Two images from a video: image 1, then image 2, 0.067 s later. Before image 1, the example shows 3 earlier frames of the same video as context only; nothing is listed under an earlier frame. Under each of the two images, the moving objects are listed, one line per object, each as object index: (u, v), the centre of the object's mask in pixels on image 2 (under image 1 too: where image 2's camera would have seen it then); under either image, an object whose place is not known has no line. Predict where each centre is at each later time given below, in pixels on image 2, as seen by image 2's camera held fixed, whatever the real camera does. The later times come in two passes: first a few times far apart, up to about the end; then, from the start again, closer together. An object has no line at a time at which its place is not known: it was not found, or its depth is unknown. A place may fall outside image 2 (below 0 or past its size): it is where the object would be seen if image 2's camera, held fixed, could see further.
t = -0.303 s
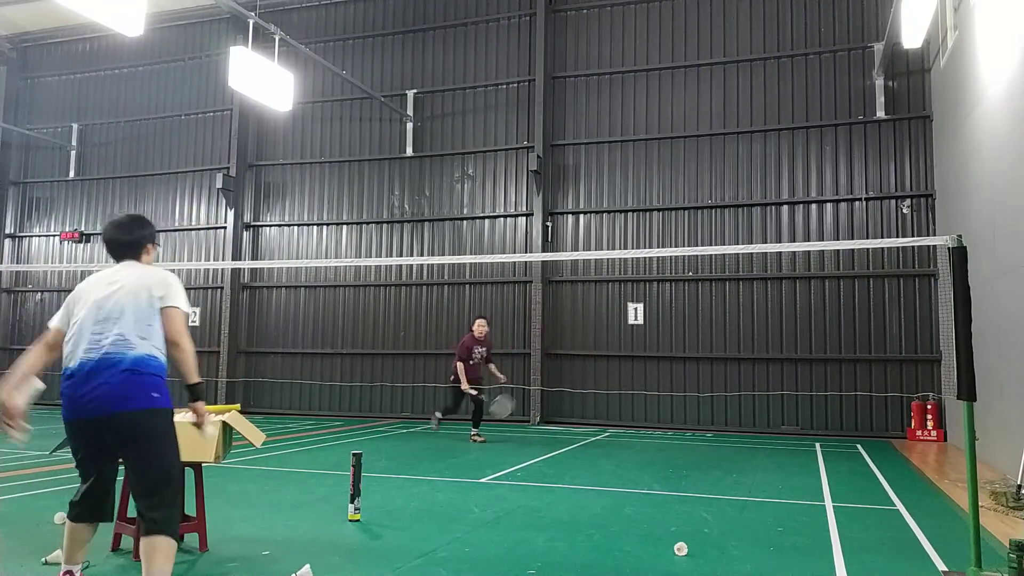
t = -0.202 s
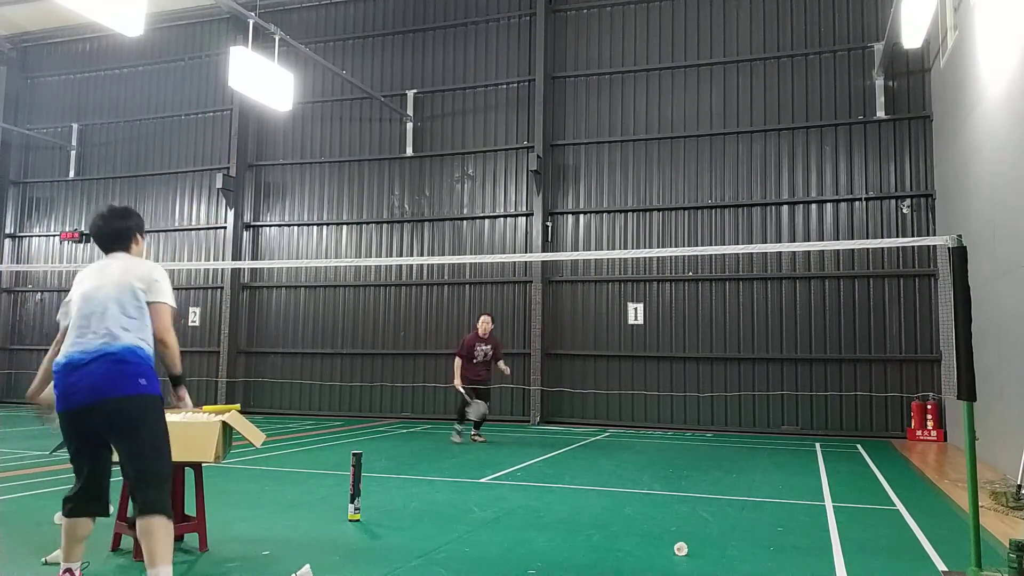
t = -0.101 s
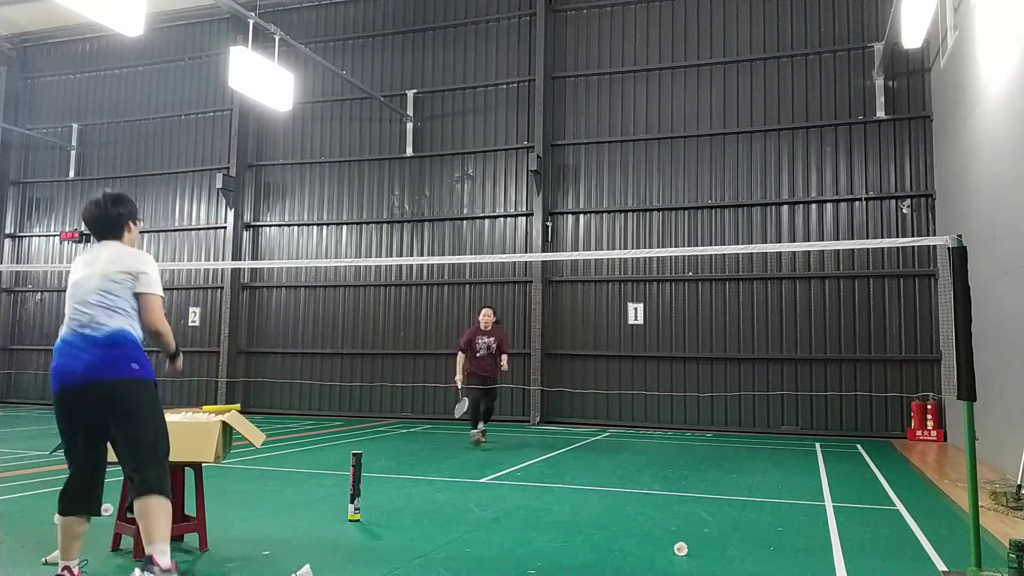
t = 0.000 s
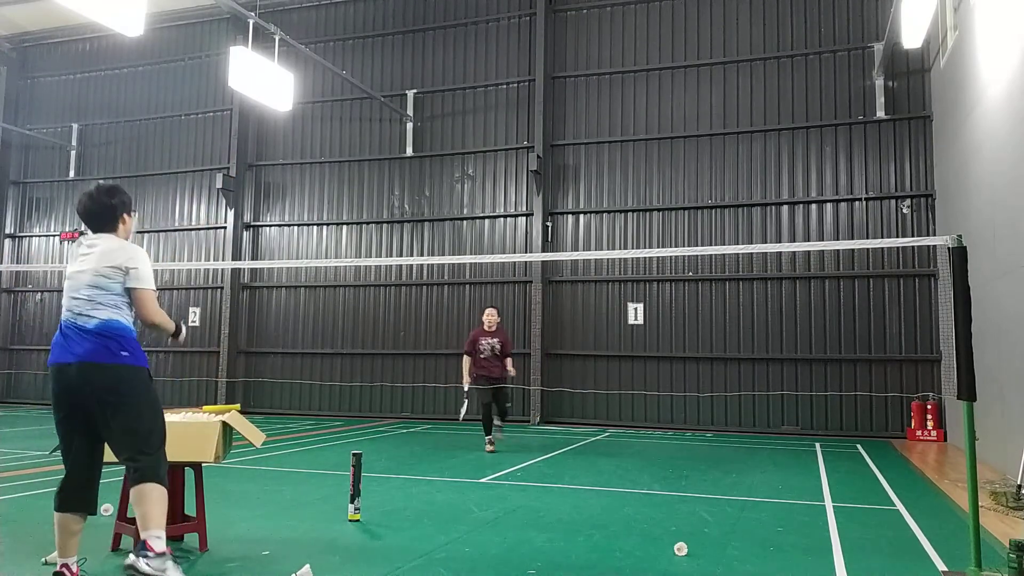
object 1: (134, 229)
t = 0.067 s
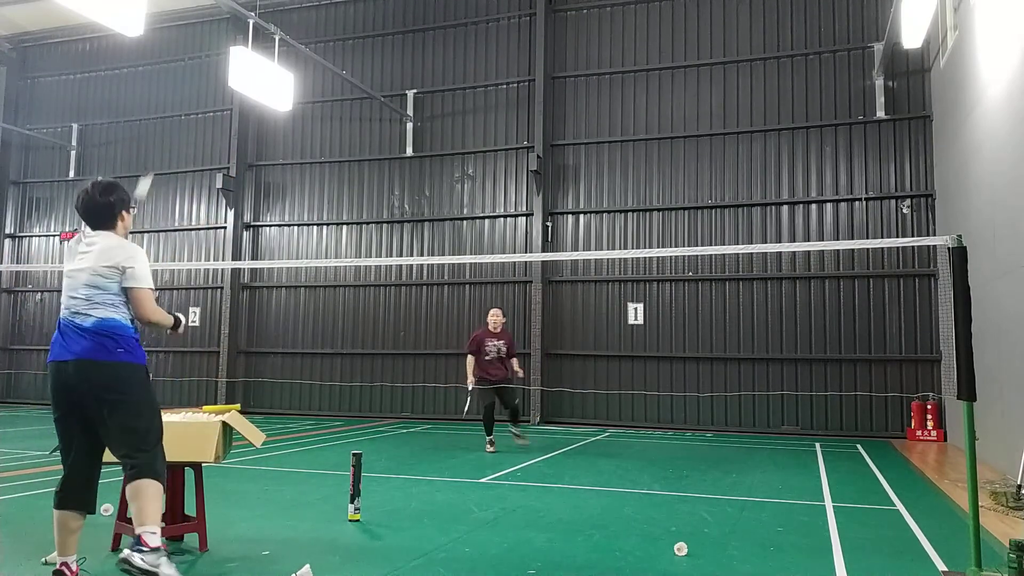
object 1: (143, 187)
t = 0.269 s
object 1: (182, 133)
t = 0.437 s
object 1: (200, 141)
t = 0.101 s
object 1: (150, 171)
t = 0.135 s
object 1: (157, 158)
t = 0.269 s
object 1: (182, 133)
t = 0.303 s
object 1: (186, 131)
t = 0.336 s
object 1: (190, 131)
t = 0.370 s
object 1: (194, 133)
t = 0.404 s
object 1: (197, 136)
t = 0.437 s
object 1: (200, 141)
